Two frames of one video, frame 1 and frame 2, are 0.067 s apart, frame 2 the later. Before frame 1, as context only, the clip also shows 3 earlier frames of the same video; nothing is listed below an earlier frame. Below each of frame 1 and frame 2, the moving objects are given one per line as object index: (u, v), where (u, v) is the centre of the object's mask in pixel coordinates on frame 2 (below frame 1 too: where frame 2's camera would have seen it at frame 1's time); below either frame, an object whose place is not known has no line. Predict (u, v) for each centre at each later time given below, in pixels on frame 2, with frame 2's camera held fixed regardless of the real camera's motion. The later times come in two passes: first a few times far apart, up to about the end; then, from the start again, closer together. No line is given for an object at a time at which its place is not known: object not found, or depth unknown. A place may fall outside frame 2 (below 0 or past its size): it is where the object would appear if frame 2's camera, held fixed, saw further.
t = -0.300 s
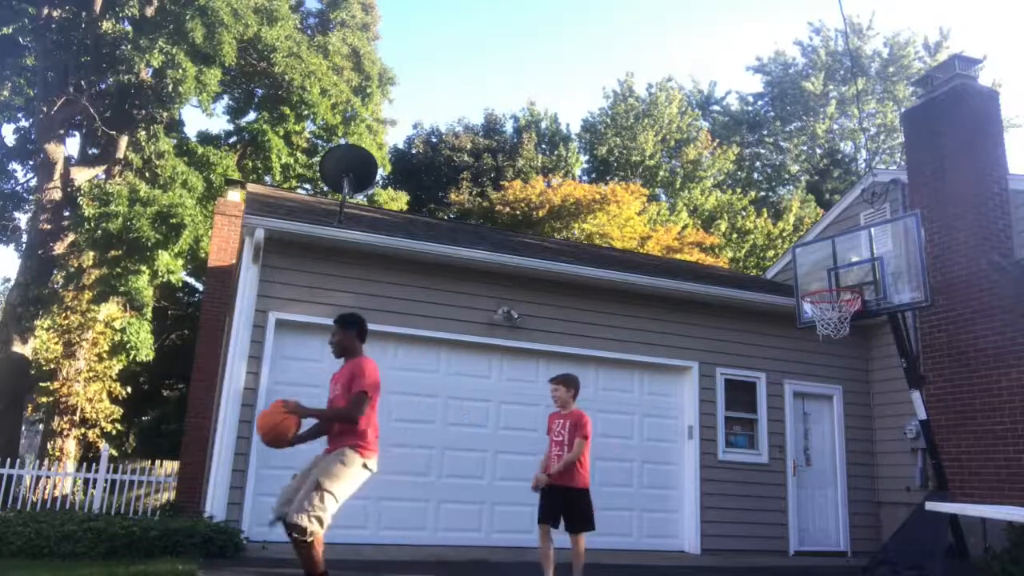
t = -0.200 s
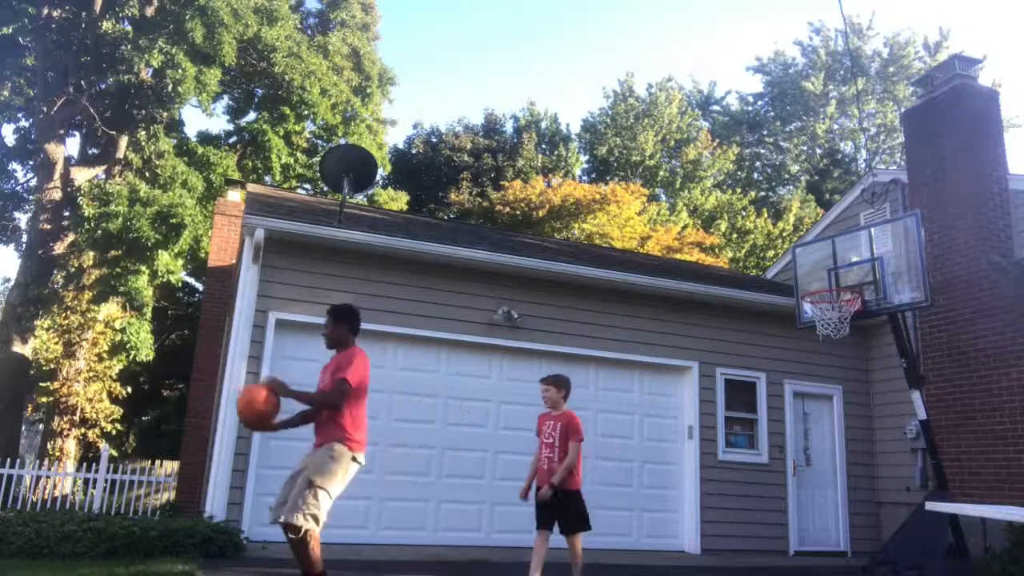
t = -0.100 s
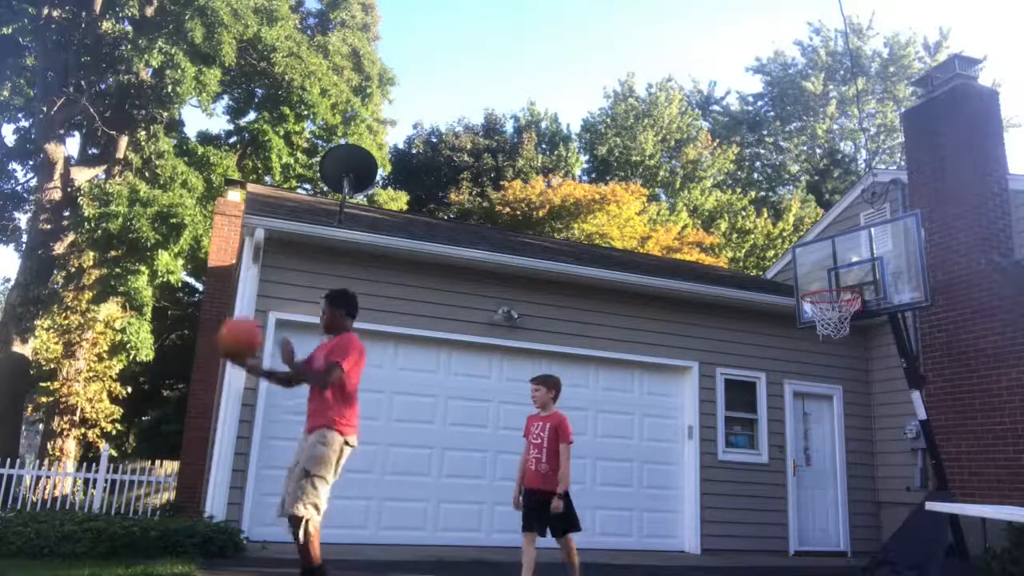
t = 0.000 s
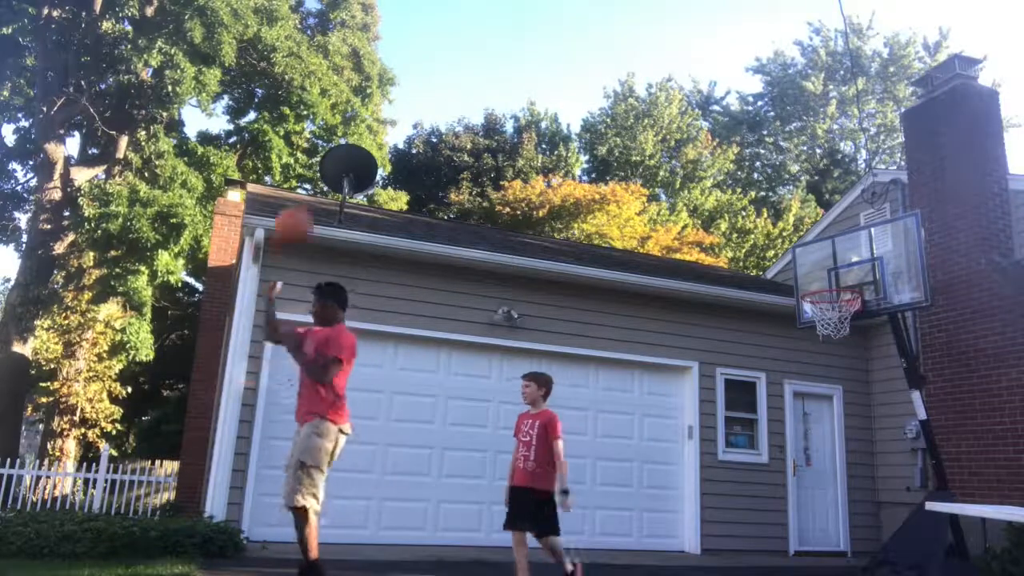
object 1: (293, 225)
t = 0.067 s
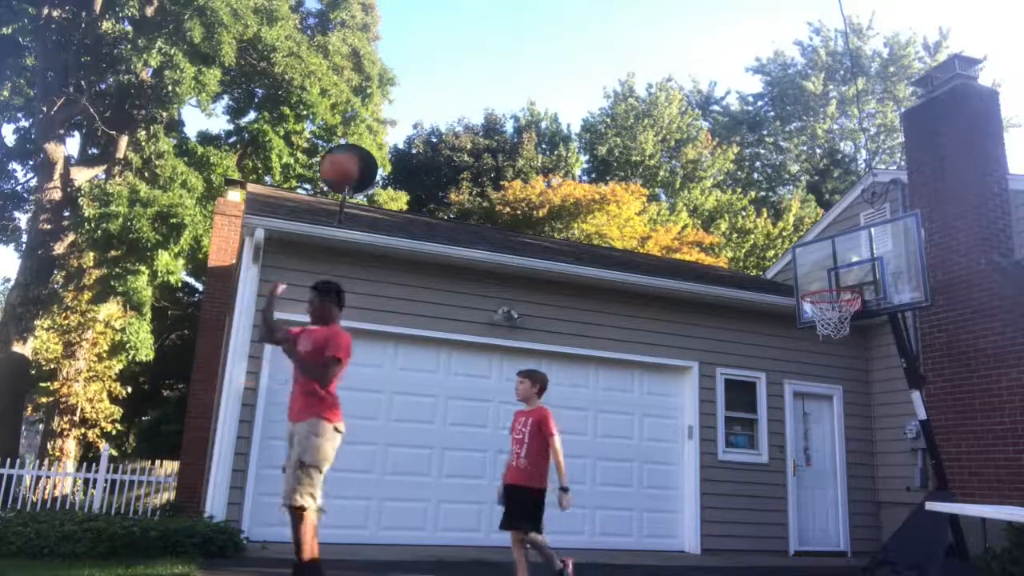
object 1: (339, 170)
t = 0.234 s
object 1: (435, 72)
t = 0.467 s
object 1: (538, 18)
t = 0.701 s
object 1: (620, 30)
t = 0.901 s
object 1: (682, 80)
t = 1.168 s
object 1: (755, 198)
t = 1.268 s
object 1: (784, 257)
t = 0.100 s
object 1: (360, 142)
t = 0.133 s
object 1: (381, 123)
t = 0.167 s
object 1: (400, 104)
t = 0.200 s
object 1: (418, 87)
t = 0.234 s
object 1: (435, 72)
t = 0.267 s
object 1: (451, 60)
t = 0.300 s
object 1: (467, 49)
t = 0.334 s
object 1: (482, 40)
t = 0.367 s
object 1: (497, 32)
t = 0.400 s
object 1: (512, 26)
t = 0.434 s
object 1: (526, 21)
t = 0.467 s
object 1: (538, 18)
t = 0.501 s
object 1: (552, 16)
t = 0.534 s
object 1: (564, 15)
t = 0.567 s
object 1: (576, 15)
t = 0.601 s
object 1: (587, 17)
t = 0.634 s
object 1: (598, 21)
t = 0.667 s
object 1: (609, 25)
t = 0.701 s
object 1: (620, 30)
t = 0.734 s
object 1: (631, 36)
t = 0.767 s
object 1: (642, 42)
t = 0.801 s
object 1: (652, 50)
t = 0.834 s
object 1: (662, 59)
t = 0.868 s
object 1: (672, 69)
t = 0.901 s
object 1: (682, 80)
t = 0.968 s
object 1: (701, 102)
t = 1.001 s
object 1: (712, 116)
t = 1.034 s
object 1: (720, 132)
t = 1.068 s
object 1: (730, 147)
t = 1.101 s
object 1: (740, 164)
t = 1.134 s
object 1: (749, 180)
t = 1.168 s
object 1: (755, 198)
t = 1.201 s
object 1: (767, 216)
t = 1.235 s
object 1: (775, 238)
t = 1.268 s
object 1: (784, 257)
